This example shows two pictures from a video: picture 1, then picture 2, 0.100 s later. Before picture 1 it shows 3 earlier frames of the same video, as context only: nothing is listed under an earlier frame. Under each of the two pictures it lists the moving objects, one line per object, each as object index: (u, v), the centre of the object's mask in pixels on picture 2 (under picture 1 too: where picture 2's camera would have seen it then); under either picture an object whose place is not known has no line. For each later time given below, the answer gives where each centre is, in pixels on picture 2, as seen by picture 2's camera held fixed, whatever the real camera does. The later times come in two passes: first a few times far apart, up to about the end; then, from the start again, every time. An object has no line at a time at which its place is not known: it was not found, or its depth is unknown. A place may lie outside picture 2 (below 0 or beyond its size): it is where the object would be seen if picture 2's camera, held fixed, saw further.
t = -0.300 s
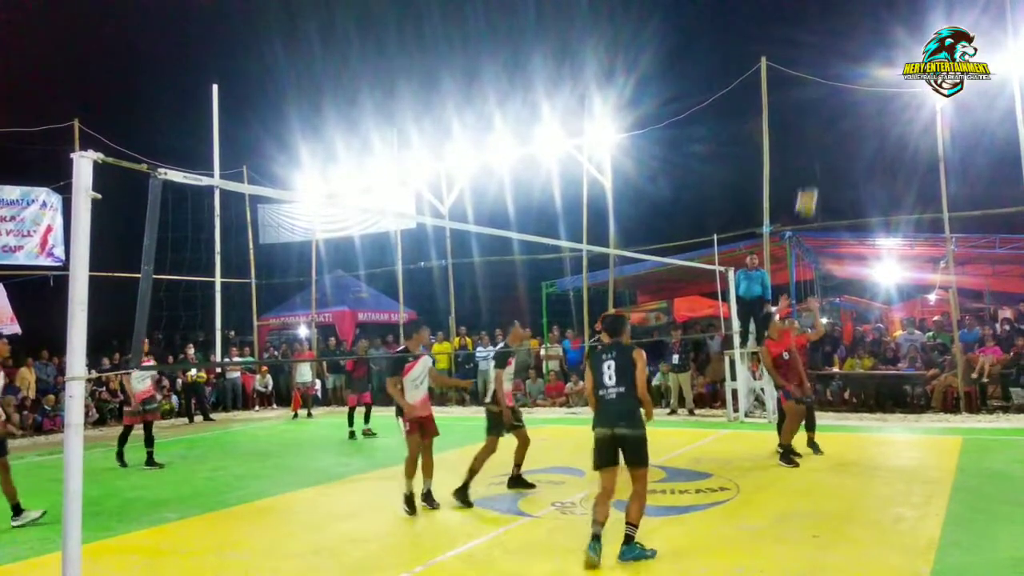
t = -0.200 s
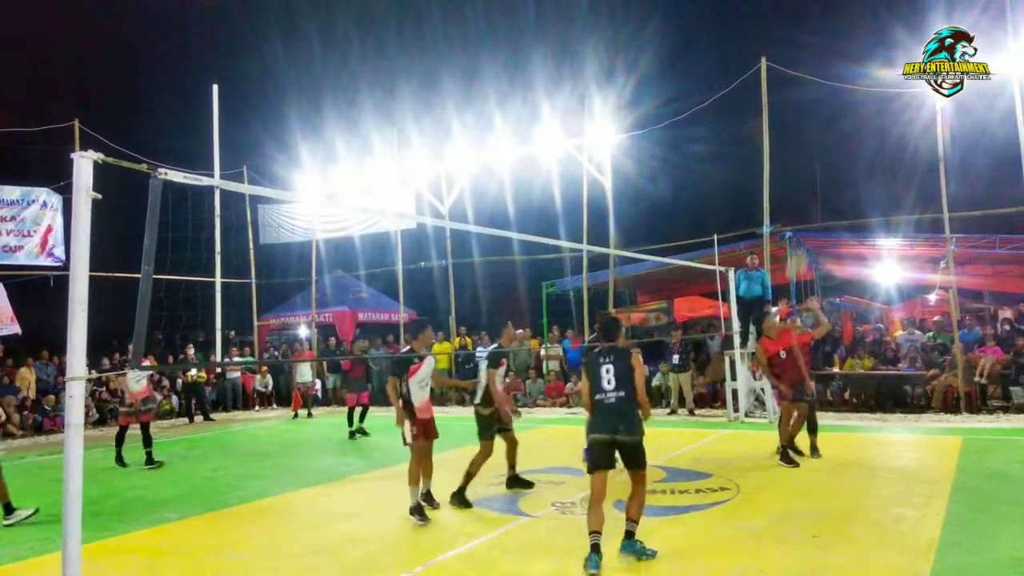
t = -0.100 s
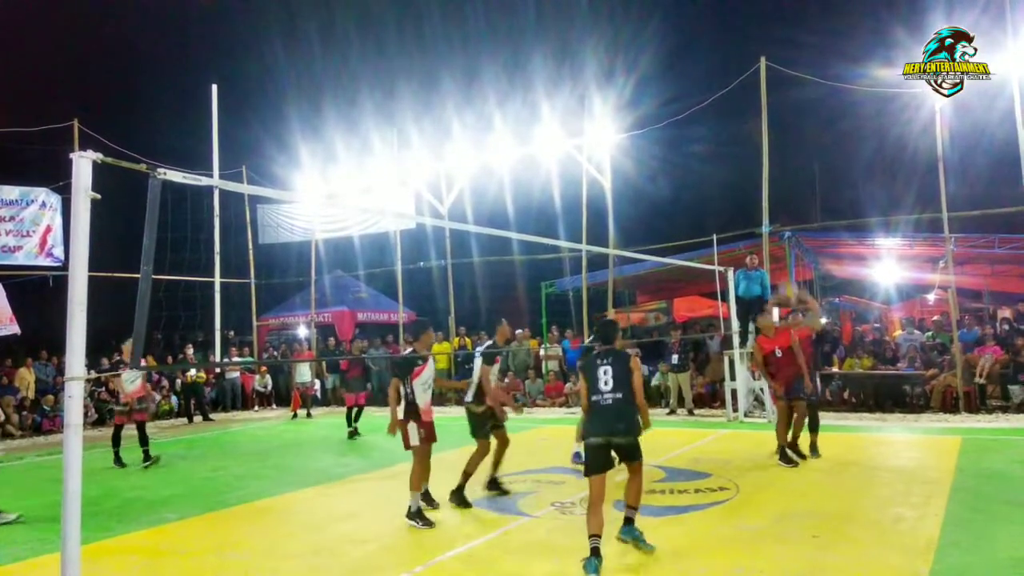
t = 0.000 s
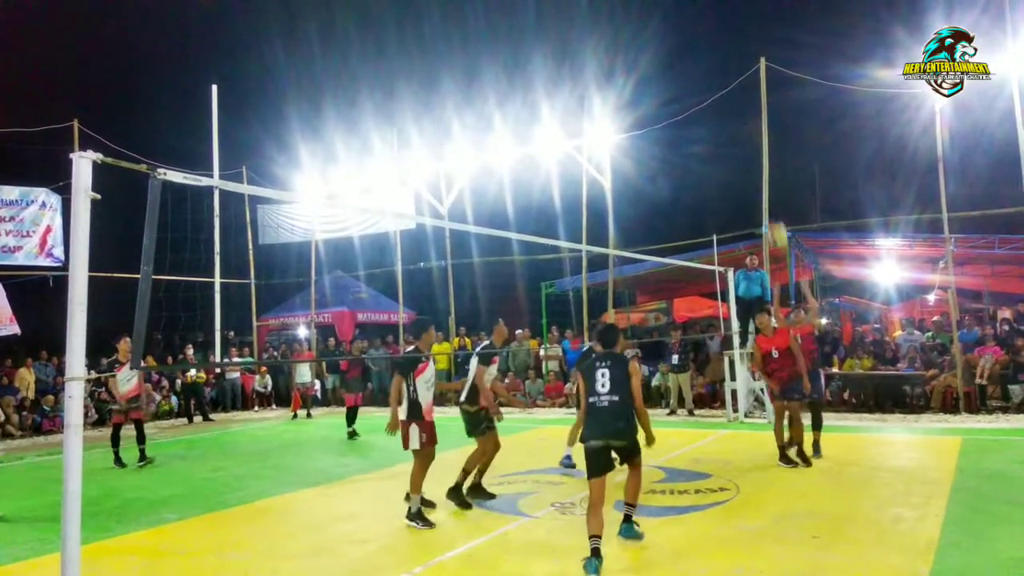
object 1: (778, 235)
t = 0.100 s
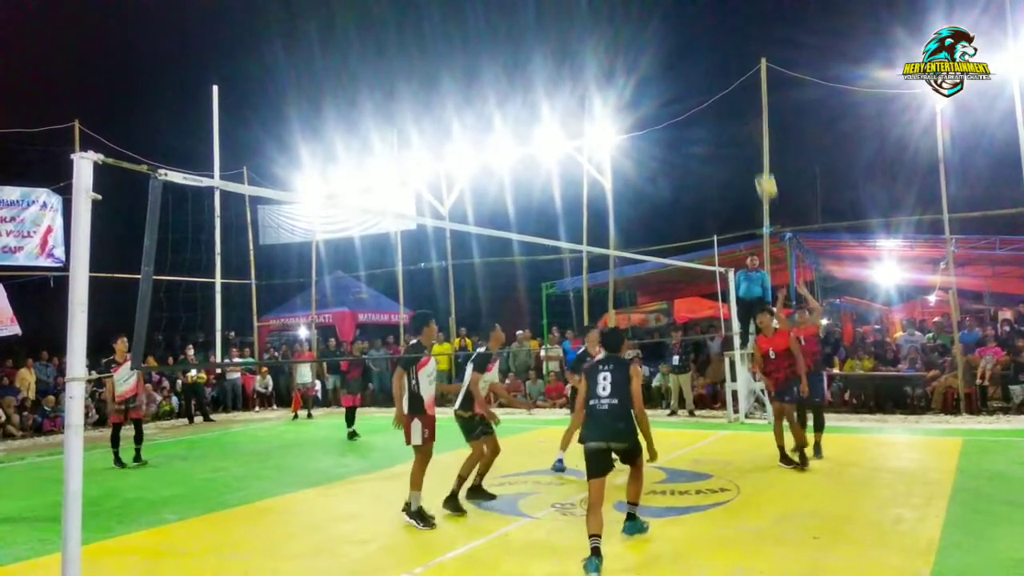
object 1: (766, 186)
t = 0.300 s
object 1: (744, 109)
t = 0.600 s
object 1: (715, 53)
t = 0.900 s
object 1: (686, 79)
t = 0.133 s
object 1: (762, 170)
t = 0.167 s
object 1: (758, 156)
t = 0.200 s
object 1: (754, 143)
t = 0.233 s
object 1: (751, 130)
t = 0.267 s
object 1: (748, 120)
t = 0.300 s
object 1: (744, 109)
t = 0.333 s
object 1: (741, 100)
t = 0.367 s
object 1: (738, 91)
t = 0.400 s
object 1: (734, 83)
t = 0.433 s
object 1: (731, 75)
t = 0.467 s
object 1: (728, 69)
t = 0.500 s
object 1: (724, 64)
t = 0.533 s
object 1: (721, 59)
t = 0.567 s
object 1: (718, 56)
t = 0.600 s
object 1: (715, 53)
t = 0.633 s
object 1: (712, 52)
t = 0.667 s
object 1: (708, 52)
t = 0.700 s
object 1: (705, 52)
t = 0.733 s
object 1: (702, 54)
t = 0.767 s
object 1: (699, 57)
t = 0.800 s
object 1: (696, 60)
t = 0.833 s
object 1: (692, 65)
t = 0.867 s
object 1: (689, 71)
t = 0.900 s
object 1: (686, 79)
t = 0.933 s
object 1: (683, 87)
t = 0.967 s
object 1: (680, 96)
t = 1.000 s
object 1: (677, 107)
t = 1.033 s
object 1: (674, 119)
